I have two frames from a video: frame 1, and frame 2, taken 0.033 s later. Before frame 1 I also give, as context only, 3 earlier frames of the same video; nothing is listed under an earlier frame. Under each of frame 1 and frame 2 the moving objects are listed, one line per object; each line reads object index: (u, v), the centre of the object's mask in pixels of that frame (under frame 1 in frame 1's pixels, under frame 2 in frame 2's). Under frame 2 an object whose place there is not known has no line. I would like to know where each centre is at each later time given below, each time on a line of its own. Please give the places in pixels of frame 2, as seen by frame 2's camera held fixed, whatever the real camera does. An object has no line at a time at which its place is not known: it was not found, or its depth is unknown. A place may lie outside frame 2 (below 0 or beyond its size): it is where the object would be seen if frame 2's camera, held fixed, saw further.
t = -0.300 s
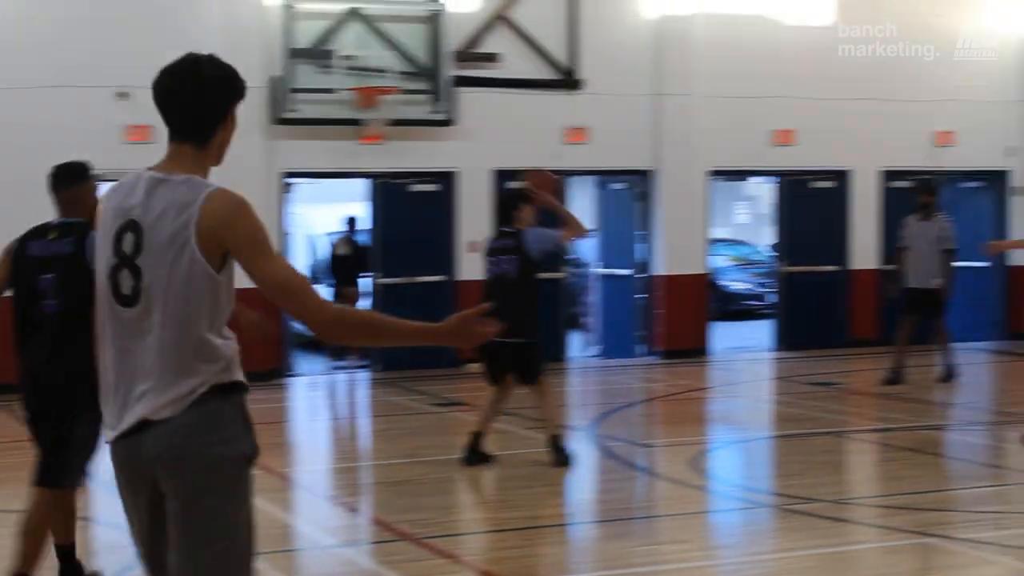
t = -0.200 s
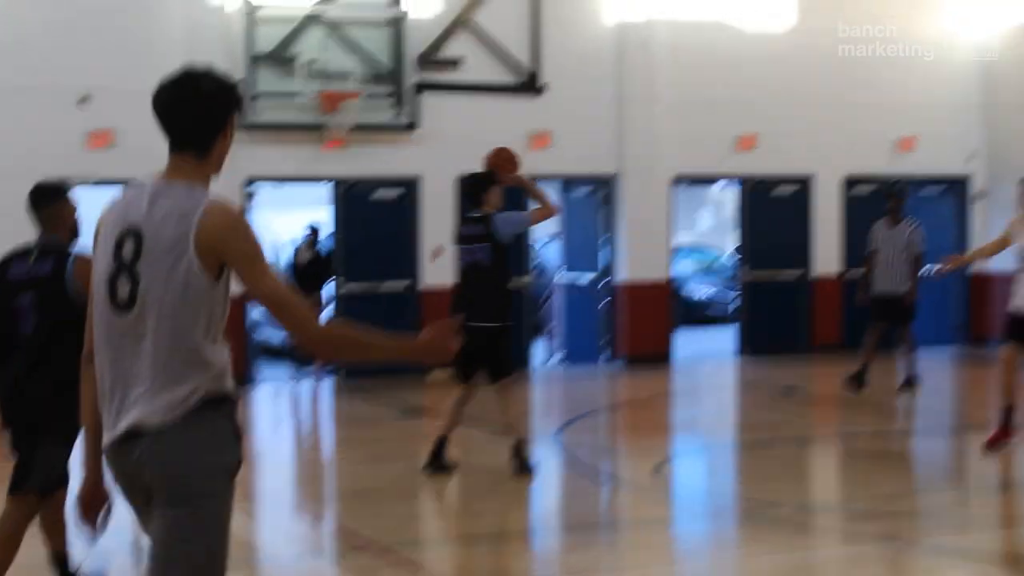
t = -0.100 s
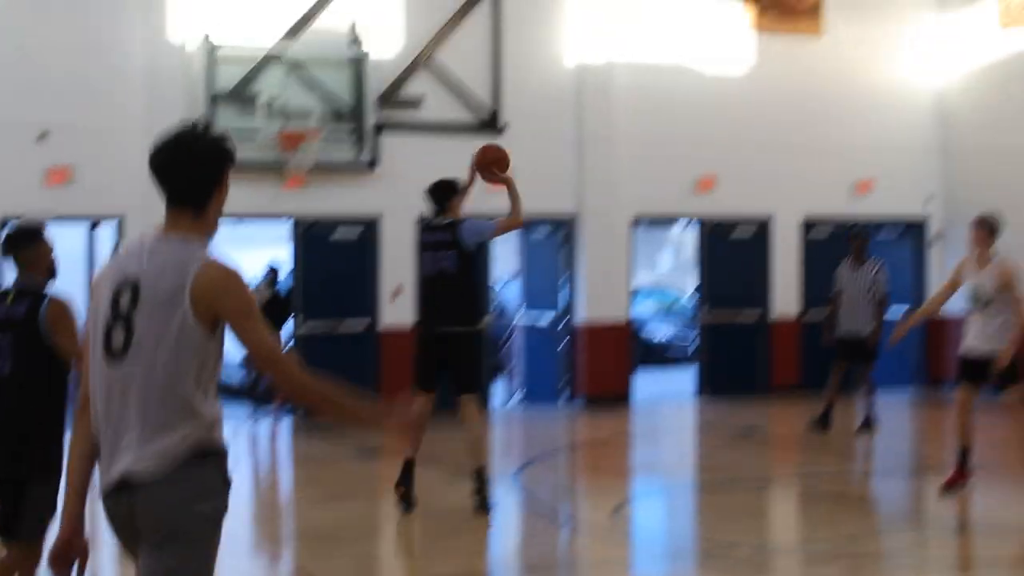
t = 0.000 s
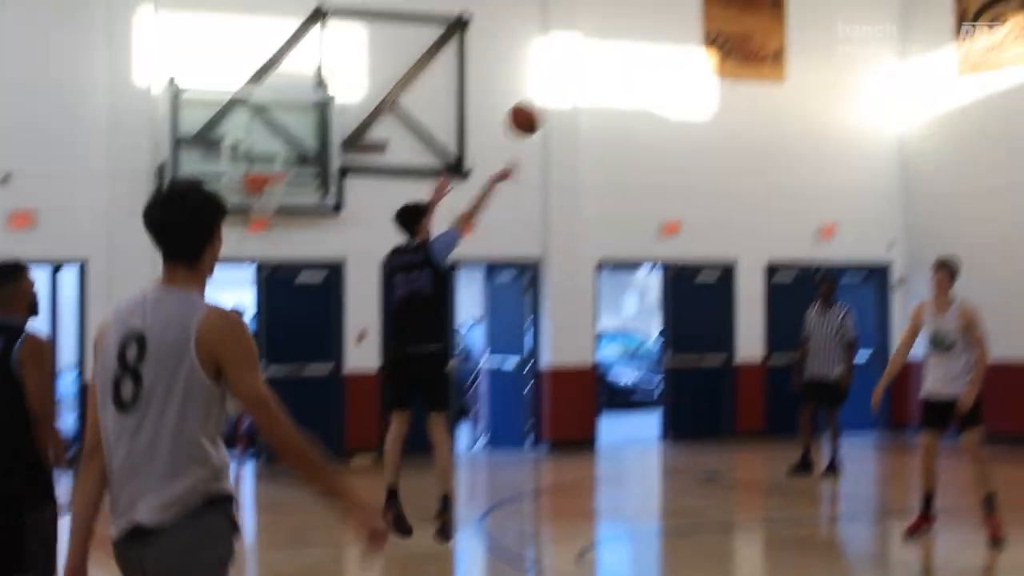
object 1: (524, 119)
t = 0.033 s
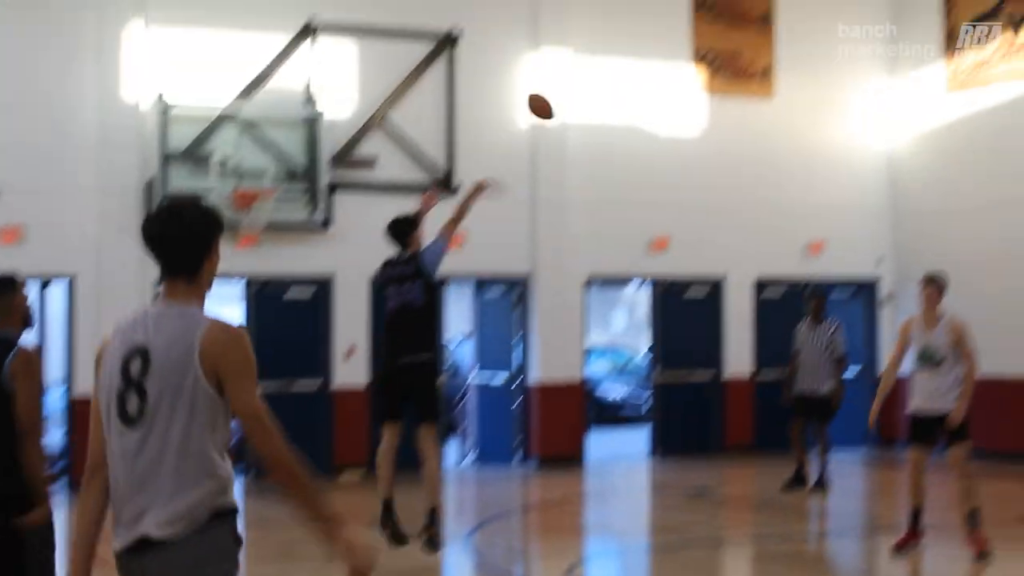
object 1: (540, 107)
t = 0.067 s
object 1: (568, 79)
